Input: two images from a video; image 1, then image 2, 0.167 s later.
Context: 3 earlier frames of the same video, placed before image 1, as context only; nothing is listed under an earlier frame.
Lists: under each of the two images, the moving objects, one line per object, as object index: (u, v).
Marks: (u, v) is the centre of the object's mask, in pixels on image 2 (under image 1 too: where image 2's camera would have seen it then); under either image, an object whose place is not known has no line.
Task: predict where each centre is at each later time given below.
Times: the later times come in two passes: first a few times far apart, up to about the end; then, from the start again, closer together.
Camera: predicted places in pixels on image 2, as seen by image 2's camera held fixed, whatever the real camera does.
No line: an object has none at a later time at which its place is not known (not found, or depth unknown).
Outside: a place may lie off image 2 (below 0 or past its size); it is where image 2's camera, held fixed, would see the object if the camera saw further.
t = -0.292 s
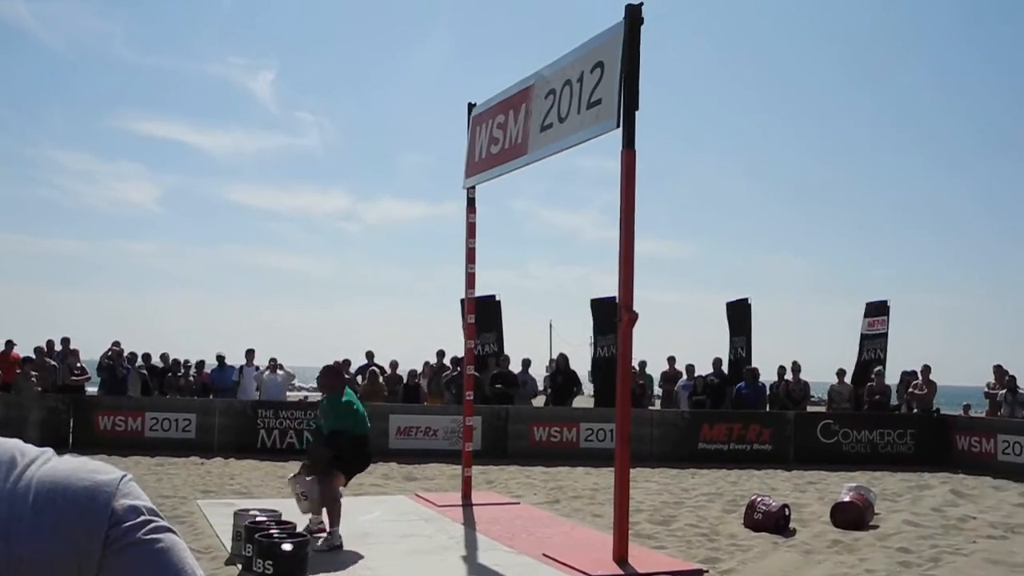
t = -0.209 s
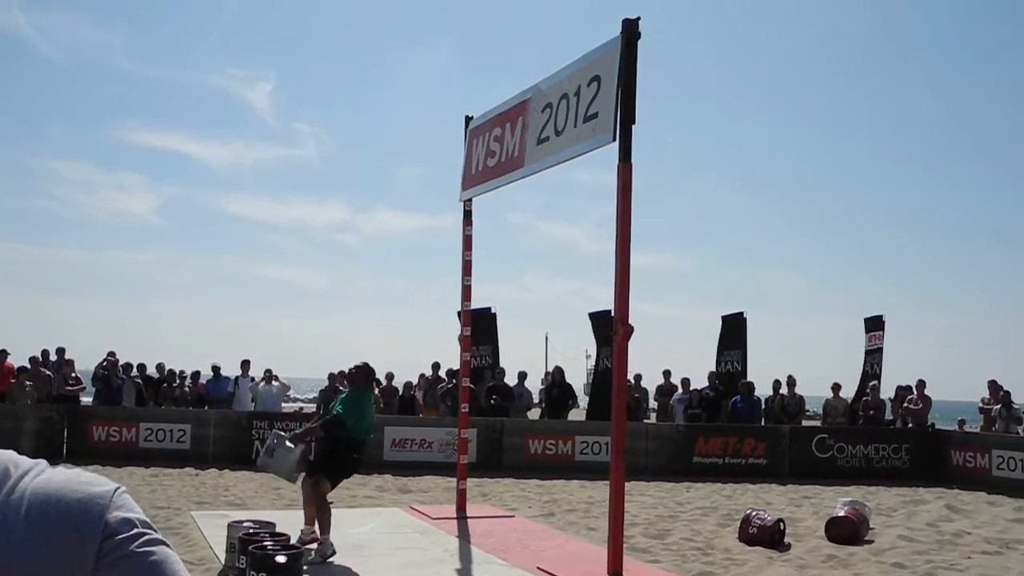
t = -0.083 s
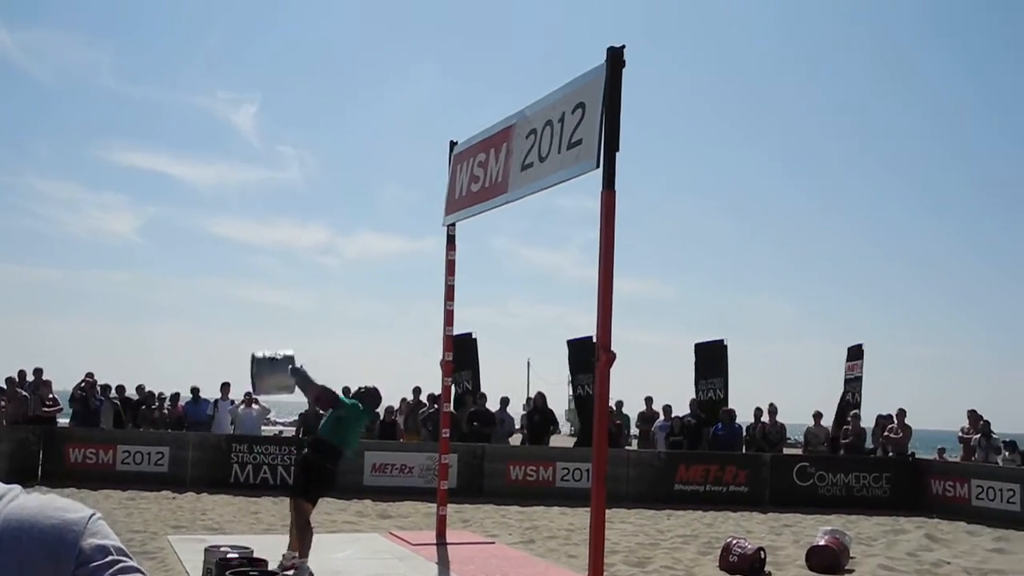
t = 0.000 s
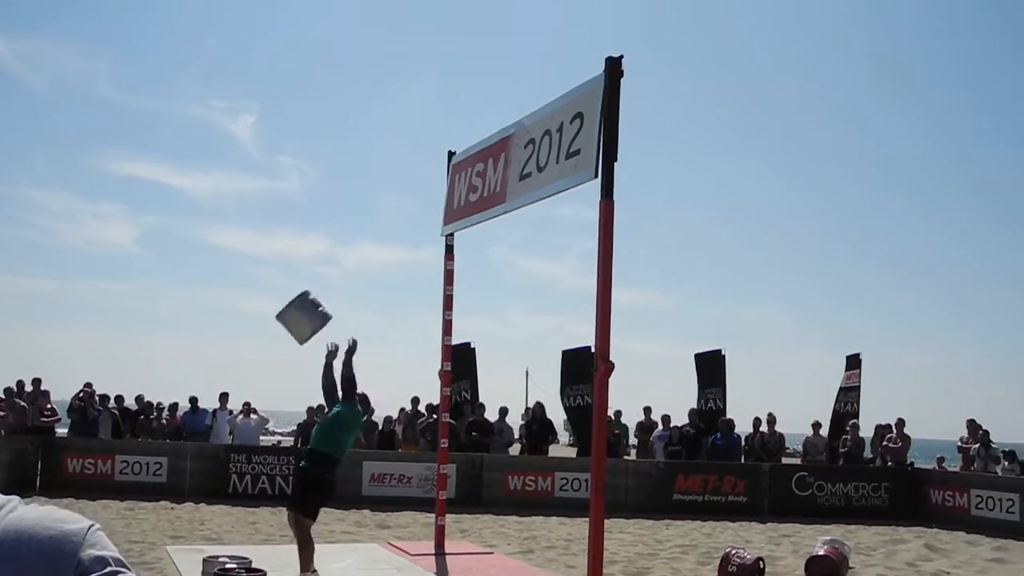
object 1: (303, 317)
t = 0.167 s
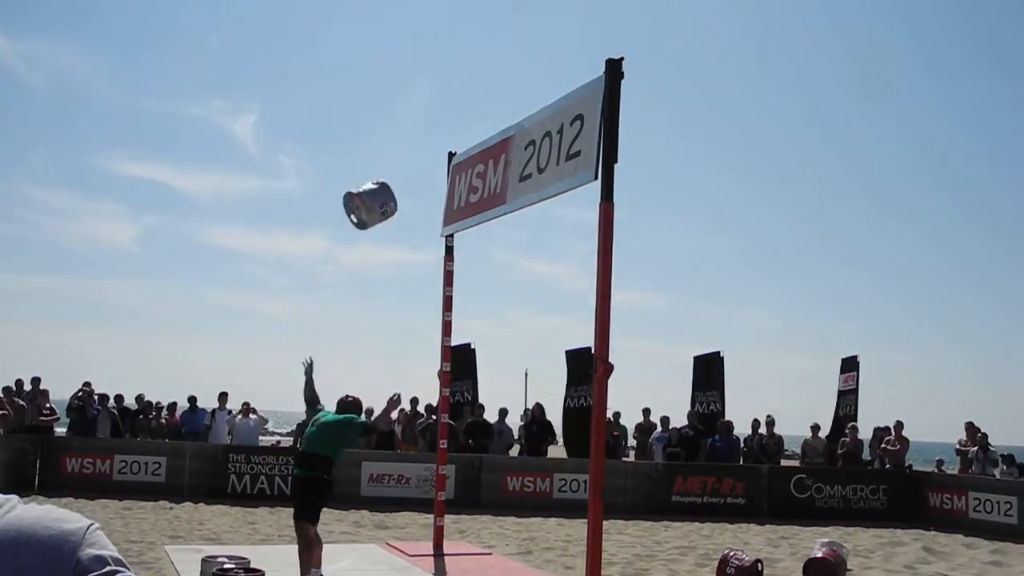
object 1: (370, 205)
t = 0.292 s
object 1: (423, 144)
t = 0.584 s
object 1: (531, 81)
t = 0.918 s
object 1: (636, 99)
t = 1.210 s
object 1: (713, 199)
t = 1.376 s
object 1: (758, 287)
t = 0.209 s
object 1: (388, 180)
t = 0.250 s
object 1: (405, 161)
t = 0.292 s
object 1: (423, 144)
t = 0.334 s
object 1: (440, 129)
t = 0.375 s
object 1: (457, 116)
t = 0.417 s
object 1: (473, 105)
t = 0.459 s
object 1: (488, 97)
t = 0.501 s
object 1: (503, 90)
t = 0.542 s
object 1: (518, 84)
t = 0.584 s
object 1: (531, 81)
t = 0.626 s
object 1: (544, 79)
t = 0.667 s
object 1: (556, 76)
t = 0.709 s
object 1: (567, 73)
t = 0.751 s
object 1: (578, 71)
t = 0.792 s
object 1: (588, 70)
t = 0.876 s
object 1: (630, 90)
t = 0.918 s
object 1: (636, 99)
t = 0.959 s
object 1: (642, 107)
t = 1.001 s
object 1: (654, 118)
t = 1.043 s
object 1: (666, 131)
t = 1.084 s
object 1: (679, 146)
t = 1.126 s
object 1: (690, 162)
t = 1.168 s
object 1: (702, 180)
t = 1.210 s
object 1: (713, 199)
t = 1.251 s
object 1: (725, 219)
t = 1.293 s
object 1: (736, 241)
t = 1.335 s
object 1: (746, 263)
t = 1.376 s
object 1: (758, 287)
